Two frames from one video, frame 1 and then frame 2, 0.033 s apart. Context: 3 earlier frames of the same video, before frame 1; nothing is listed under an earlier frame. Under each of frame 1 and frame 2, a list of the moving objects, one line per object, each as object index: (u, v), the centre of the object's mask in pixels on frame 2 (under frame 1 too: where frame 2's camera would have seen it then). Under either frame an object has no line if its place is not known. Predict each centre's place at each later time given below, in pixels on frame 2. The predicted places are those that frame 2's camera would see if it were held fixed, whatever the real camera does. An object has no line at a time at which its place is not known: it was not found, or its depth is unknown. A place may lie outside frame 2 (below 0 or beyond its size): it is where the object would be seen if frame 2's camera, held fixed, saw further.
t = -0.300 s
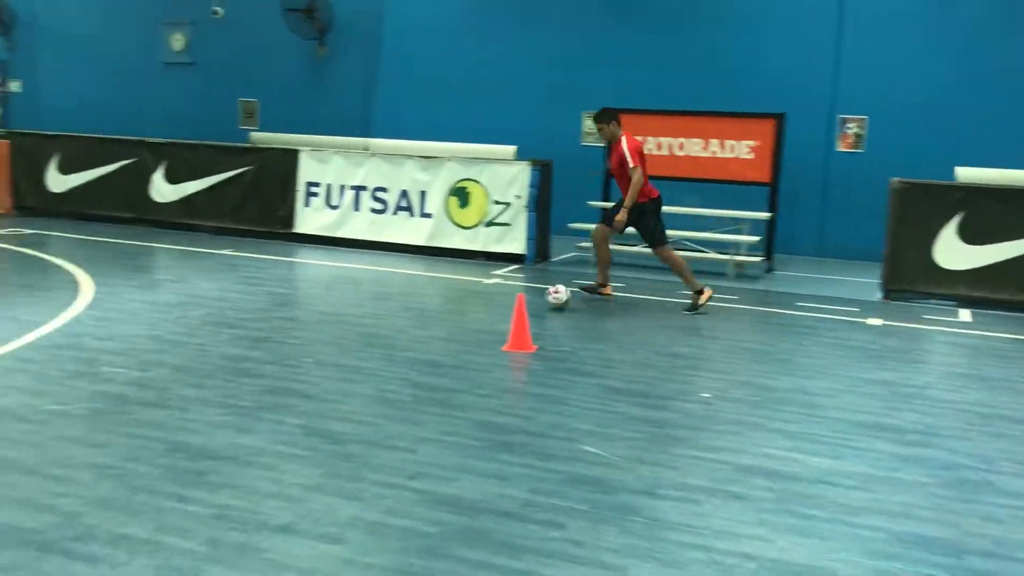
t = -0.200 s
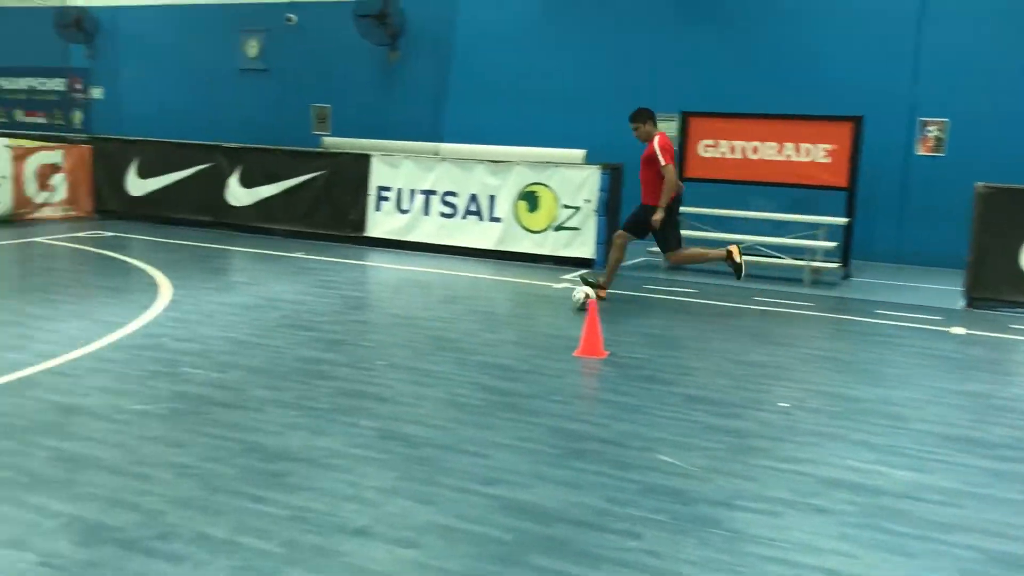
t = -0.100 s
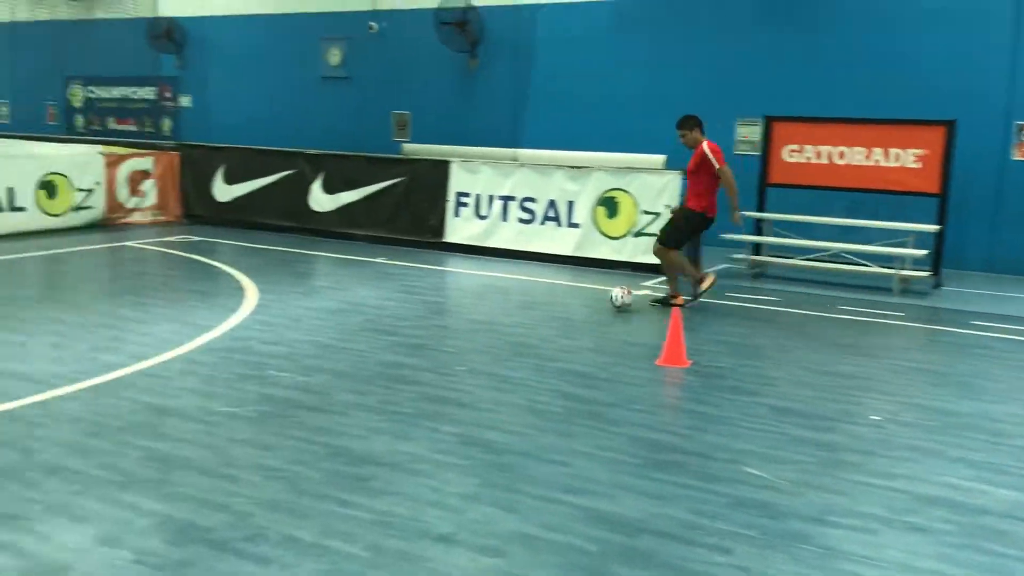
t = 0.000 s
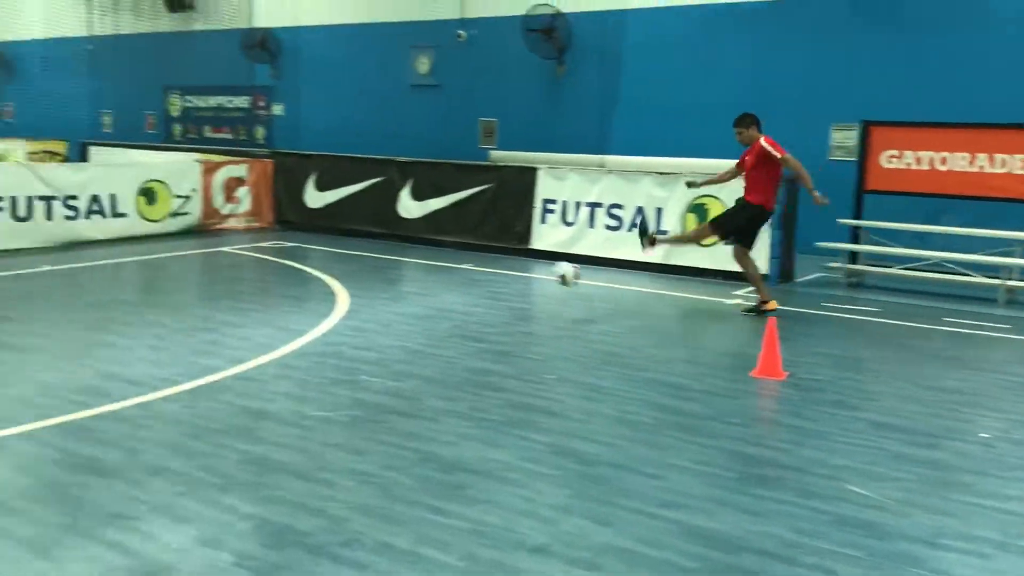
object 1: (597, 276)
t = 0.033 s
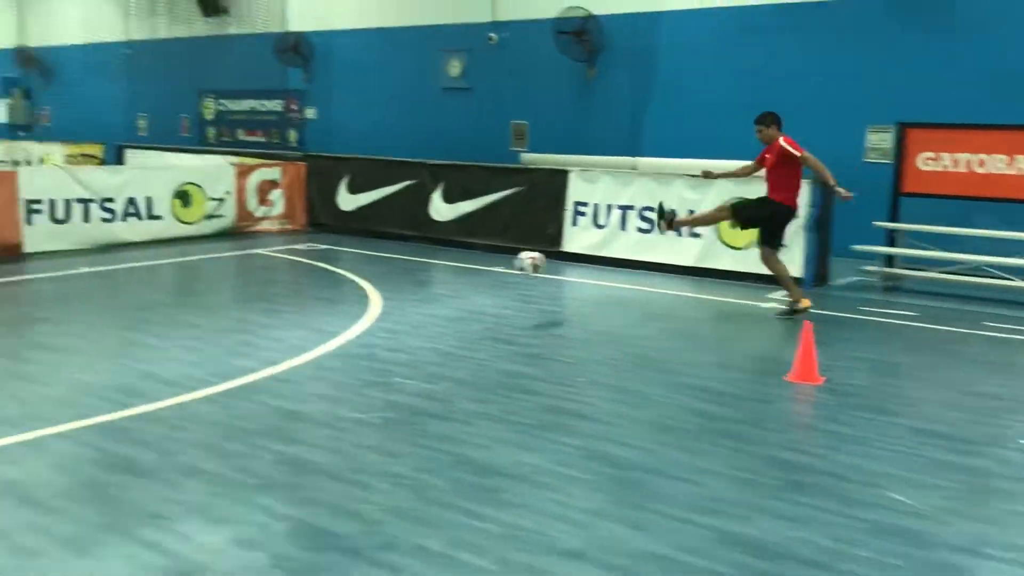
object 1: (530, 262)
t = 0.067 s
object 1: (460, 249)
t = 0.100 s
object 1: (392, 239)
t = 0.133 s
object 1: (322, 230)
